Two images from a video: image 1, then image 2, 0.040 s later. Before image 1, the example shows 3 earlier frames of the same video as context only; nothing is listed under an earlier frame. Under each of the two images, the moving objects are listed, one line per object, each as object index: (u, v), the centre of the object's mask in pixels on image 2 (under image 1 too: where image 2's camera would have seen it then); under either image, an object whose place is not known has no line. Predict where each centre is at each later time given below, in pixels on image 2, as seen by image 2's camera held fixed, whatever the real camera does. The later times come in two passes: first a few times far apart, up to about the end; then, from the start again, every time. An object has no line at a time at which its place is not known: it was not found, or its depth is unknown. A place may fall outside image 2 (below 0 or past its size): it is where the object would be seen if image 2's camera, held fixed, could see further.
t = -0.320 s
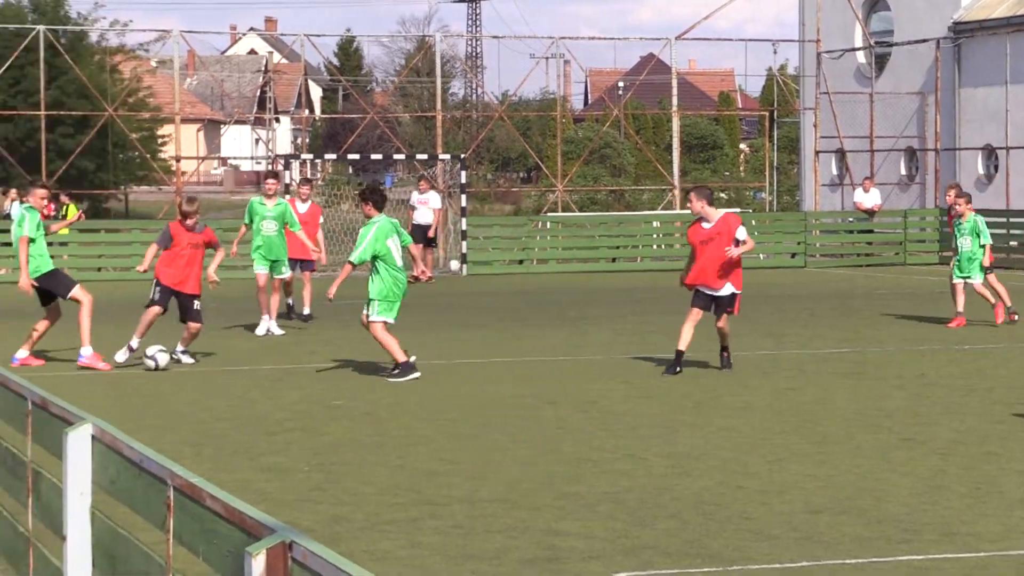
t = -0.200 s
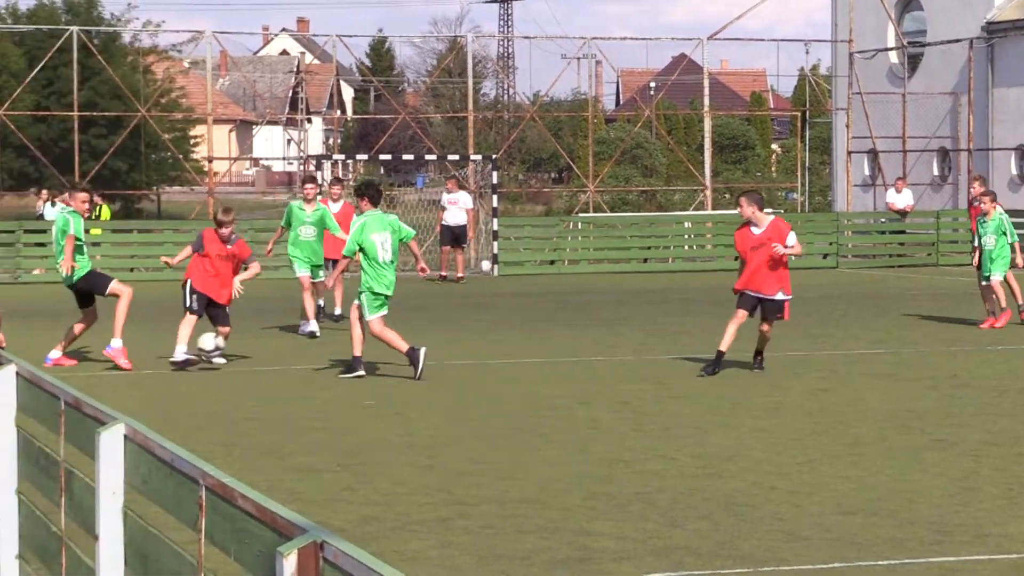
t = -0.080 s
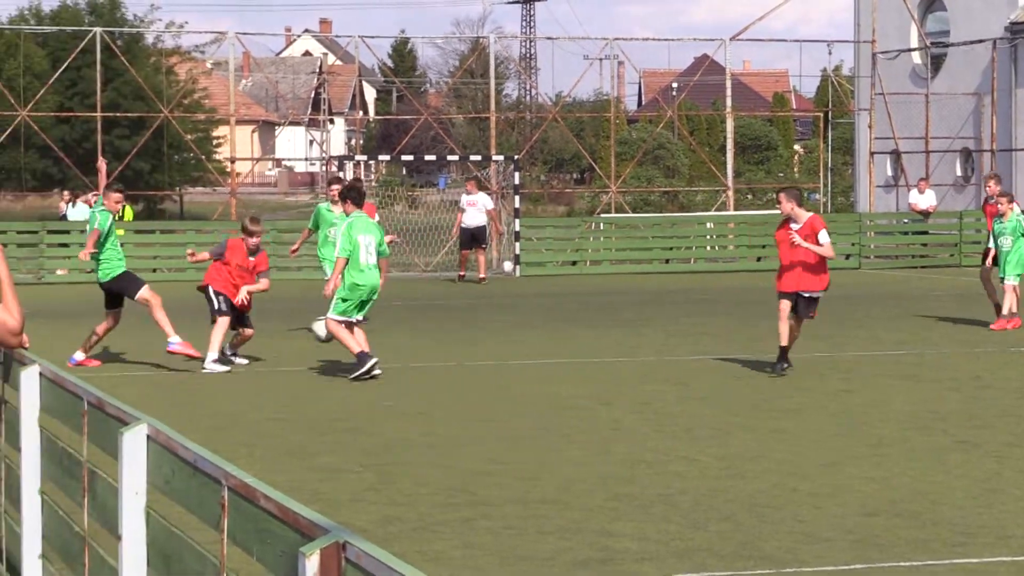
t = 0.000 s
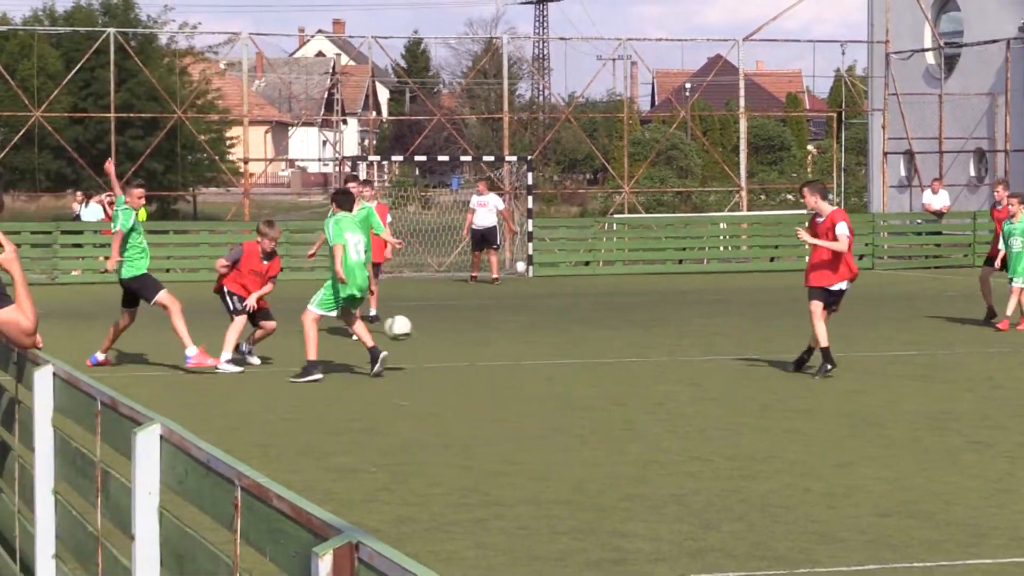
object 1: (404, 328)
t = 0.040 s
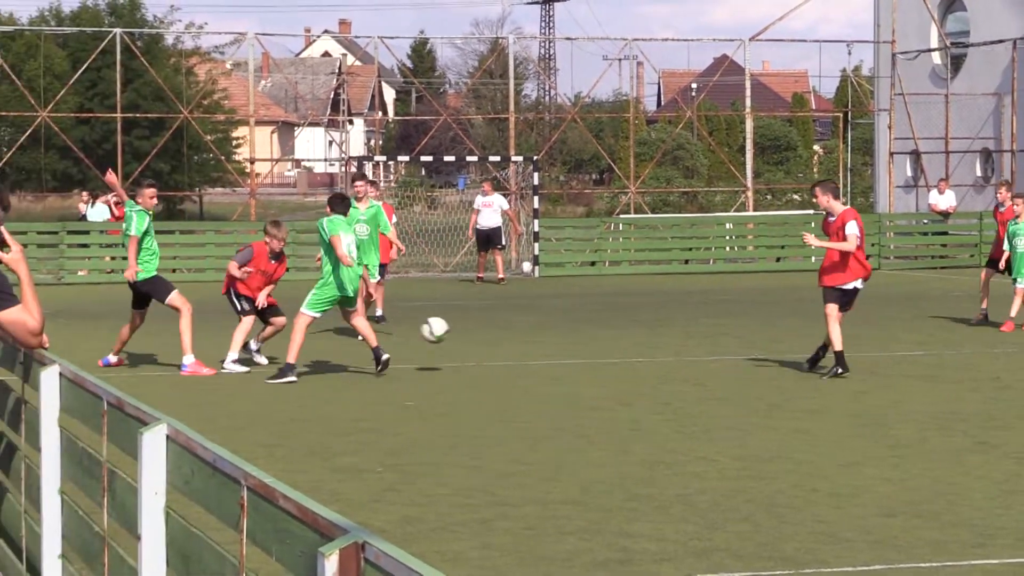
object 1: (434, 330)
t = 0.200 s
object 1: (557, 358)
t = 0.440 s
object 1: (682, 342)
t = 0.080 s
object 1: (465, 333)
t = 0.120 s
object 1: (495, 339)
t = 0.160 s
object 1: (526, 347)
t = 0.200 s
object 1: (557, 358)
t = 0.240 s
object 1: (582, 359)
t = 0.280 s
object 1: (602, 351)
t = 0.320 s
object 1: (622, 346)
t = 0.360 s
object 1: (642, 342)
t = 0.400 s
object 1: (662, 342)
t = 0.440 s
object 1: (682, 342)
